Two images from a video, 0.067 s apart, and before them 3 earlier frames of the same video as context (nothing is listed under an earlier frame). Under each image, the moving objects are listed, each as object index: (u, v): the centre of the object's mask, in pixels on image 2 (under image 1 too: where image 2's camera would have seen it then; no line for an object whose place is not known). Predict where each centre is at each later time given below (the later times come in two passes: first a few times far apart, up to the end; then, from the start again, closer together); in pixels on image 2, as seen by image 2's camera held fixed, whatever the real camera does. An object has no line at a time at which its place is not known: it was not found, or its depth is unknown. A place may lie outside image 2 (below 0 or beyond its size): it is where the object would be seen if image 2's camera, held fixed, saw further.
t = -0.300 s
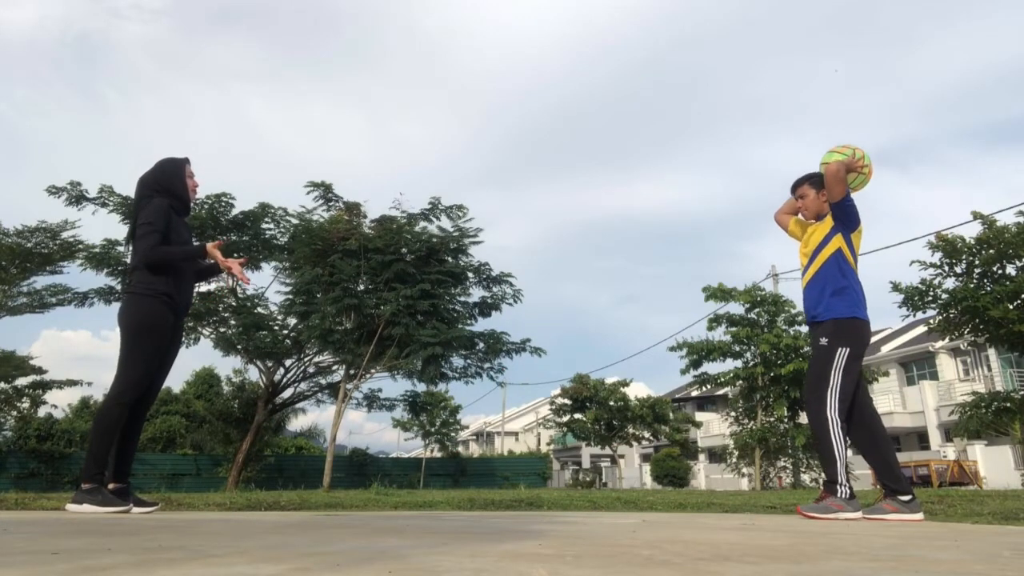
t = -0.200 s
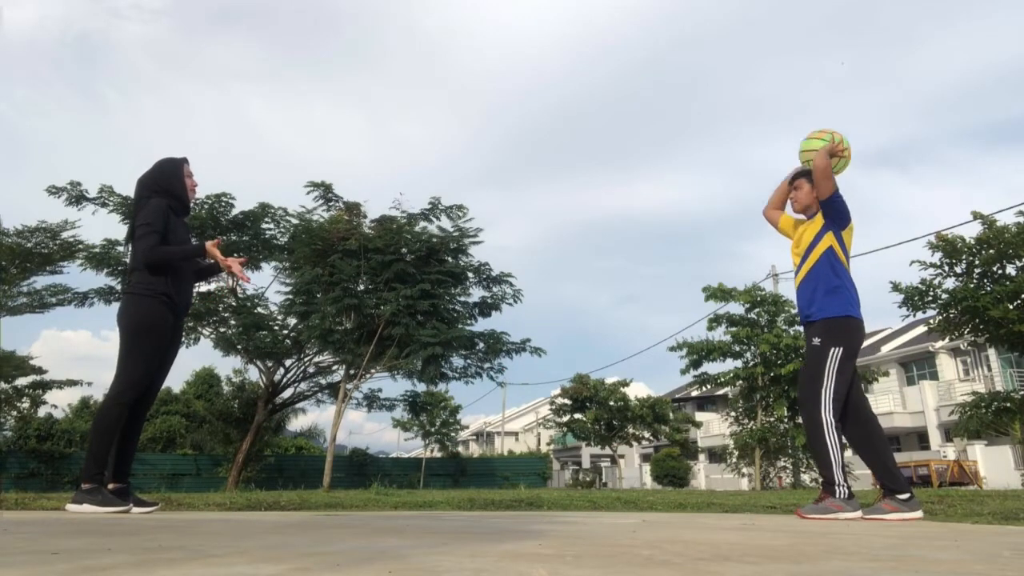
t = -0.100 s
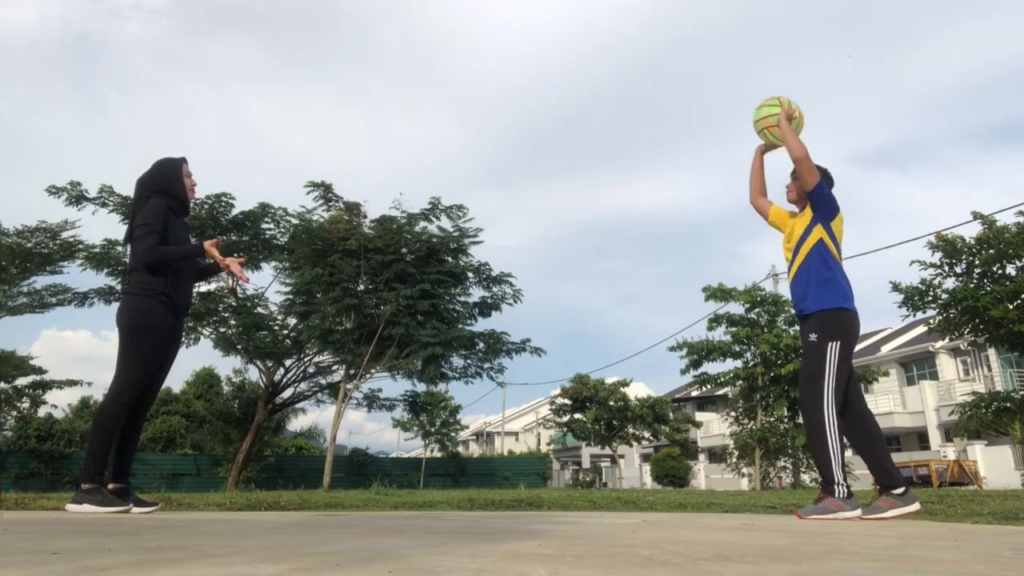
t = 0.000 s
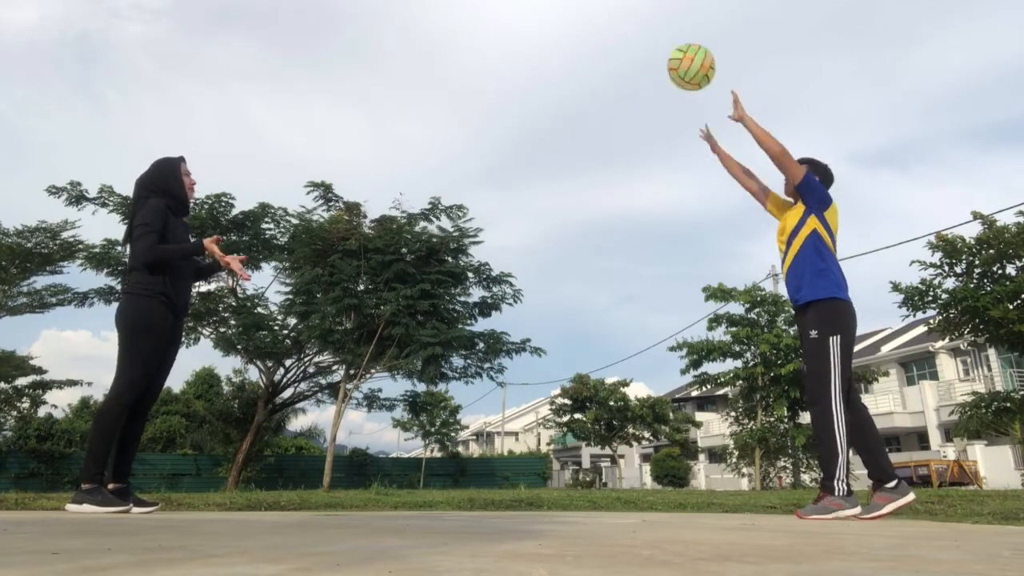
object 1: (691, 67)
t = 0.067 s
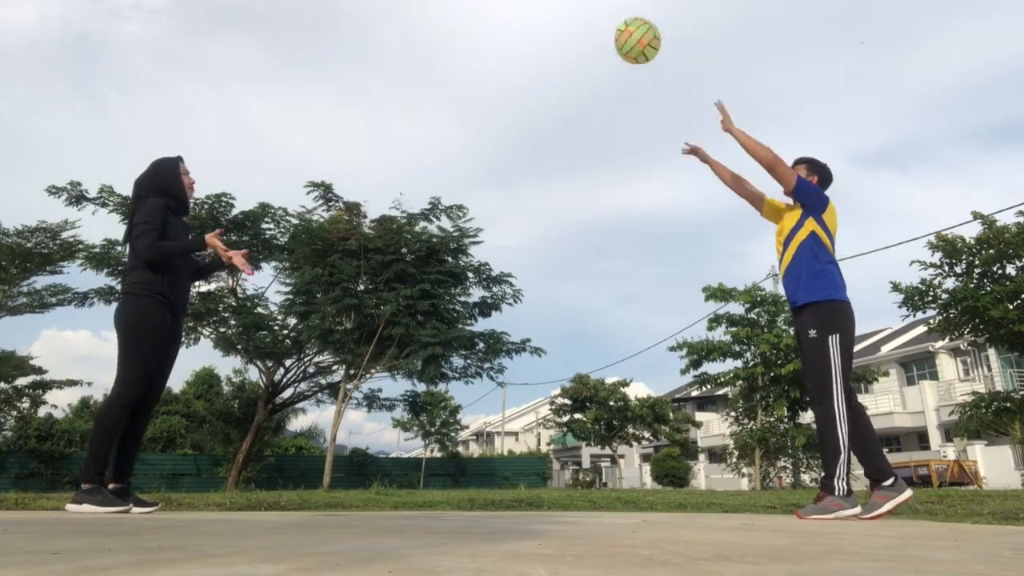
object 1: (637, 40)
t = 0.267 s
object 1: (498, 13)
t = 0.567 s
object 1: (321, 62)
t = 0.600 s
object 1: (303, 75)
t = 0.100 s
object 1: (612, 30)
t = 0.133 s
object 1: (587, 22)
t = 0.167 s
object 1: (564, 18)
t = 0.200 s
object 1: (541, 15)
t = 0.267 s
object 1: (498, 13)
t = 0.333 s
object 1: (456, 15)
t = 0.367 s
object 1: (436, 16)
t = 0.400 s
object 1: (416, 20)
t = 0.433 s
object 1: (397, 25)
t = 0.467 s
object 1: (377, 32)
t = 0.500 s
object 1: (358, 41)
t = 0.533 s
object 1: (340, 51)
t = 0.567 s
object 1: (321, 62)
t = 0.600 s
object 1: (303, 75)
